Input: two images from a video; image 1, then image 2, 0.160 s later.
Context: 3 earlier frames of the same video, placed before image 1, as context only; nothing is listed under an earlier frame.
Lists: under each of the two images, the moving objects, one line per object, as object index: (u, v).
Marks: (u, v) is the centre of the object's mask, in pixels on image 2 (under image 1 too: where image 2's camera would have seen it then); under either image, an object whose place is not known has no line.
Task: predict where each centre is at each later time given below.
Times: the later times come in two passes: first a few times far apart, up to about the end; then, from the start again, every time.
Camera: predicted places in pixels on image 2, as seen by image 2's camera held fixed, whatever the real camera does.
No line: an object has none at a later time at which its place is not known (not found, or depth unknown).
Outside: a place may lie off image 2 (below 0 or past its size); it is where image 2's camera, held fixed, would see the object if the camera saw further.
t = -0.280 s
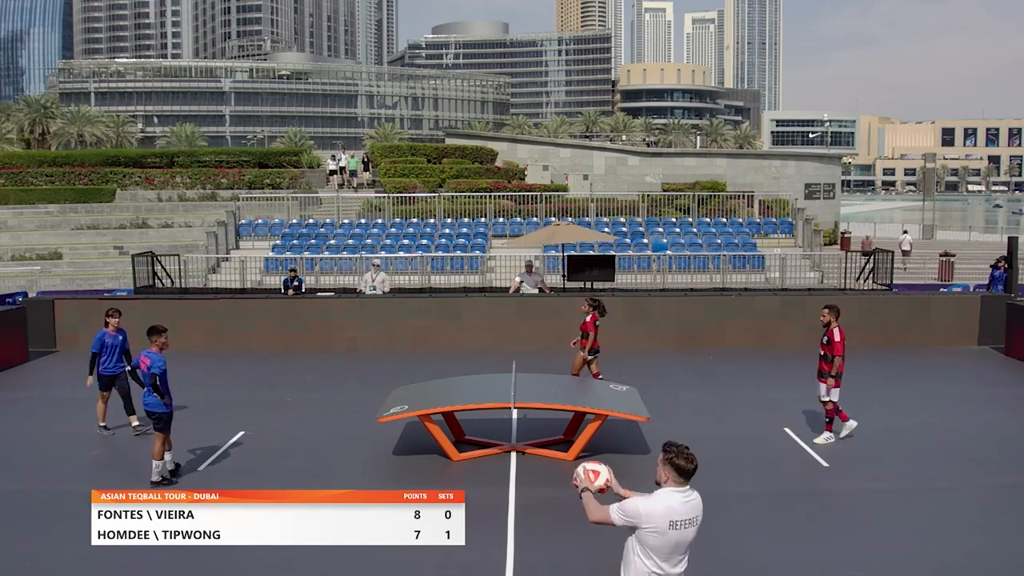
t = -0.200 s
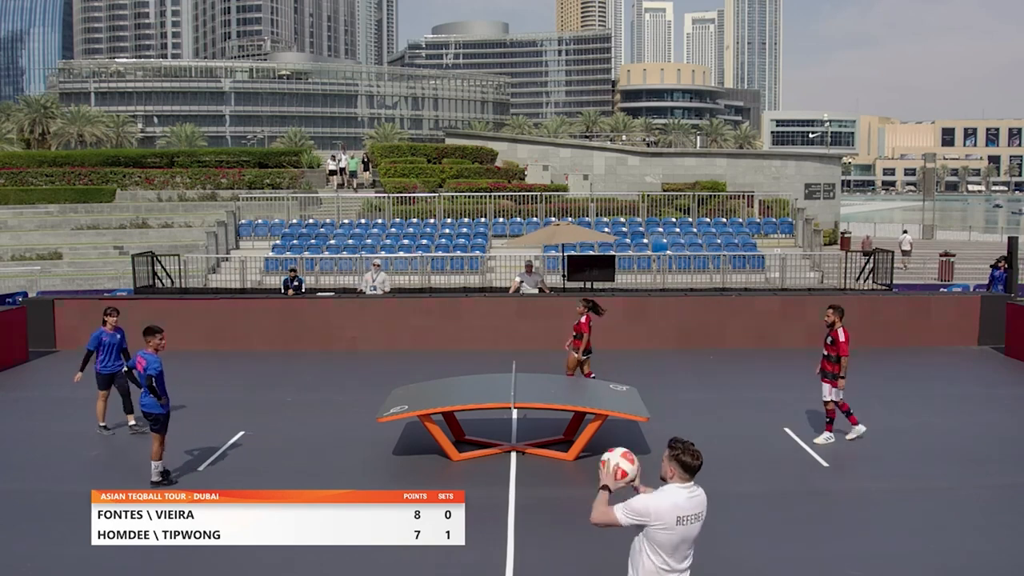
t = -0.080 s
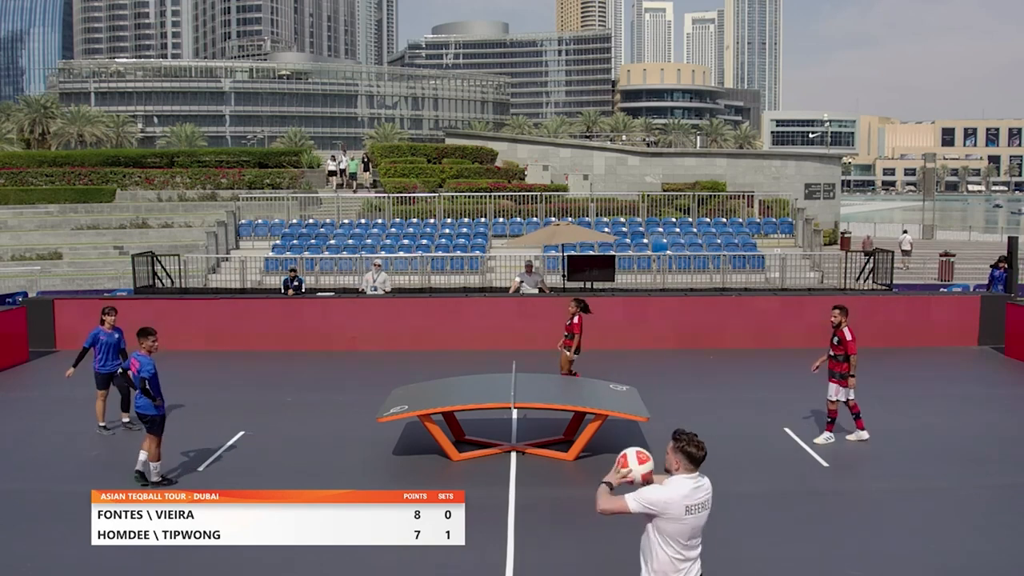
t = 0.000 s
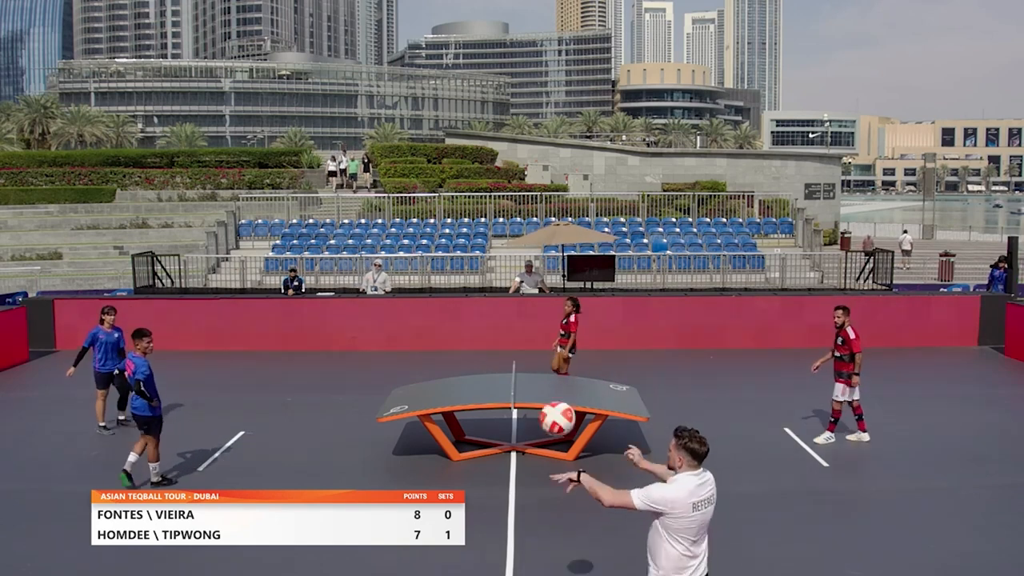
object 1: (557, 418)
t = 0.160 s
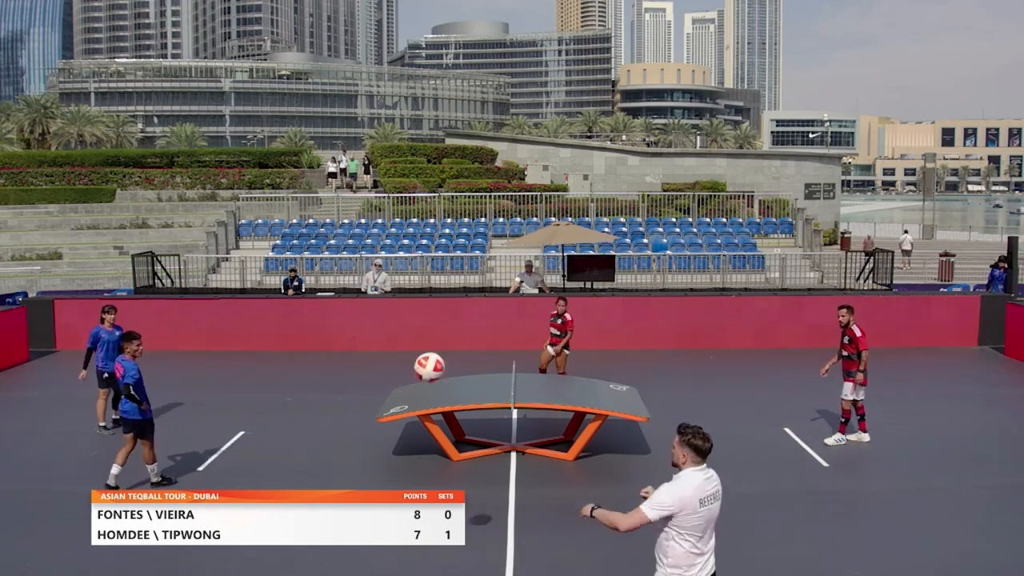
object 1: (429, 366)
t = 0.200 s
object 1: (403, 361)
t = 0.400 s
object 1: (300, 362)
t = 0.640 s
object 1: (219, 409)
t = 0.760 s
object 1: (189, 446)
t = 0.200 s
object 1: (403, 361)
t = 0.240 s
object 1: (379, 358)
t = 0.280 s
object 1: (357, 356)
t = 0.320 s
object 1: (337, 357)
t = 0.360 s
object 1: (318, 359)
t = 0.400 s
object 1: (300, 362)
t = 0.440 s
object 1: (284, 367)
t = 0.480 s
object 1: (269, 373)
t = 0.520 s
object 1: (255, 380)
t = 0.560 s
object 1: (242, 389)
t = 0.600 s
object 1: (230, 399)
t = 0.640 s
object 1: (219, 409)
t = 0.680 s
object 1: (208, 420)
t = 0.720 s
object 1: (198, 433)
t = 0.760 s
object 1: (189, 446)
